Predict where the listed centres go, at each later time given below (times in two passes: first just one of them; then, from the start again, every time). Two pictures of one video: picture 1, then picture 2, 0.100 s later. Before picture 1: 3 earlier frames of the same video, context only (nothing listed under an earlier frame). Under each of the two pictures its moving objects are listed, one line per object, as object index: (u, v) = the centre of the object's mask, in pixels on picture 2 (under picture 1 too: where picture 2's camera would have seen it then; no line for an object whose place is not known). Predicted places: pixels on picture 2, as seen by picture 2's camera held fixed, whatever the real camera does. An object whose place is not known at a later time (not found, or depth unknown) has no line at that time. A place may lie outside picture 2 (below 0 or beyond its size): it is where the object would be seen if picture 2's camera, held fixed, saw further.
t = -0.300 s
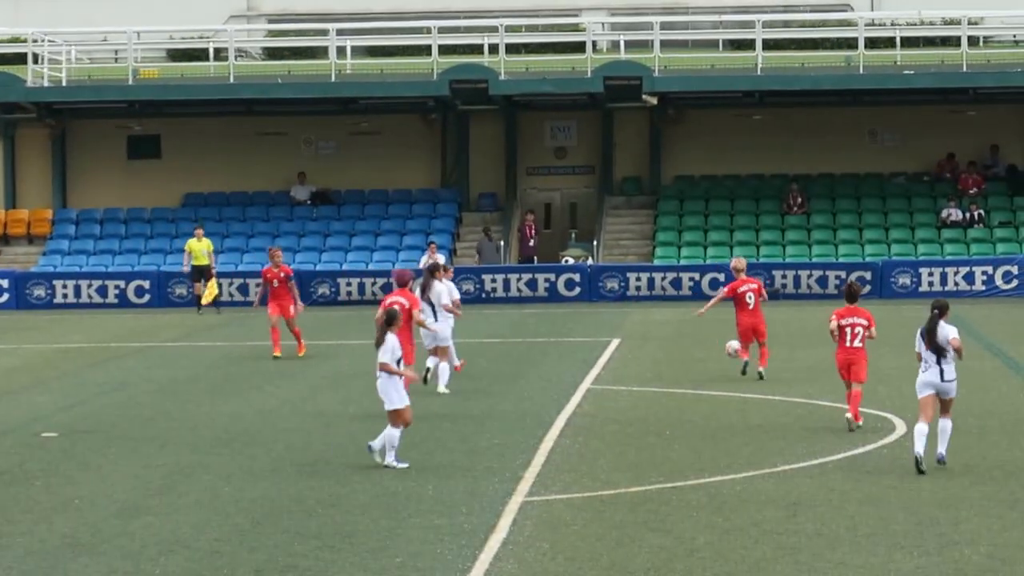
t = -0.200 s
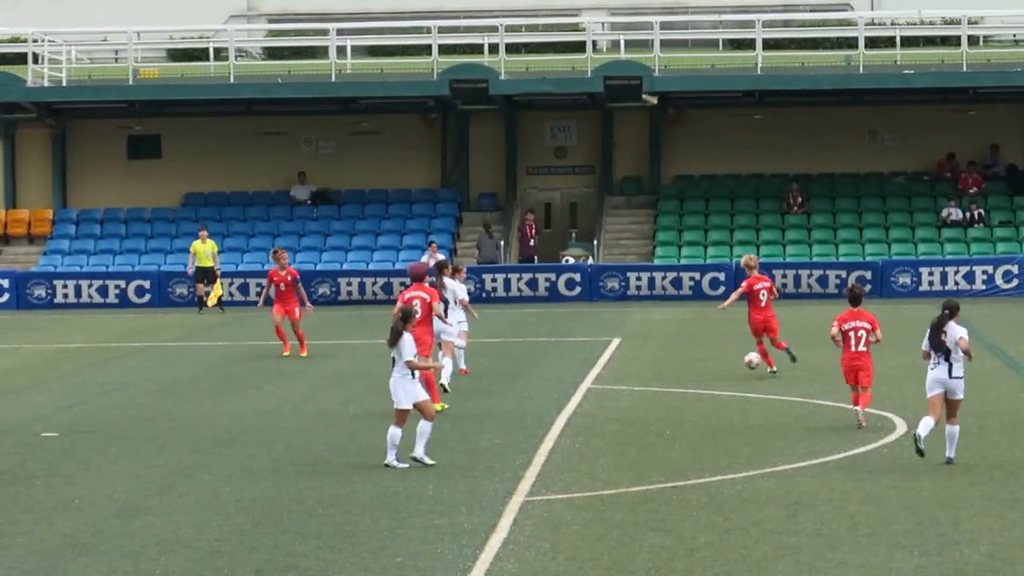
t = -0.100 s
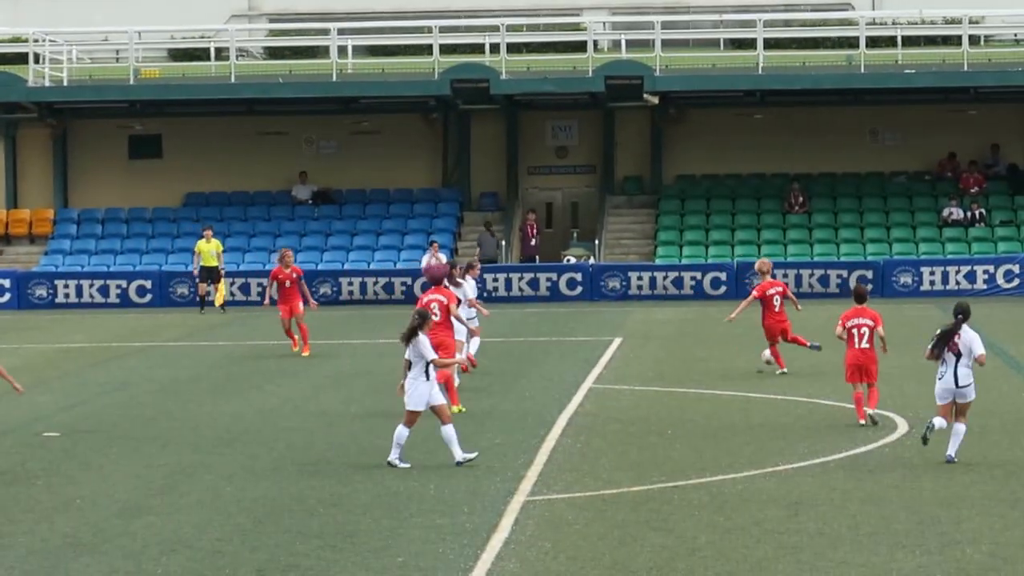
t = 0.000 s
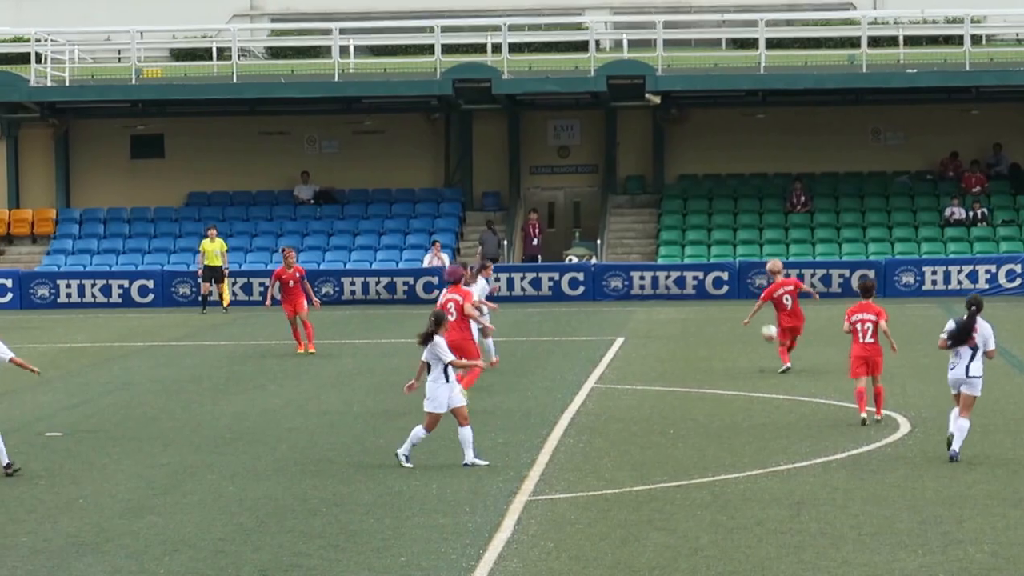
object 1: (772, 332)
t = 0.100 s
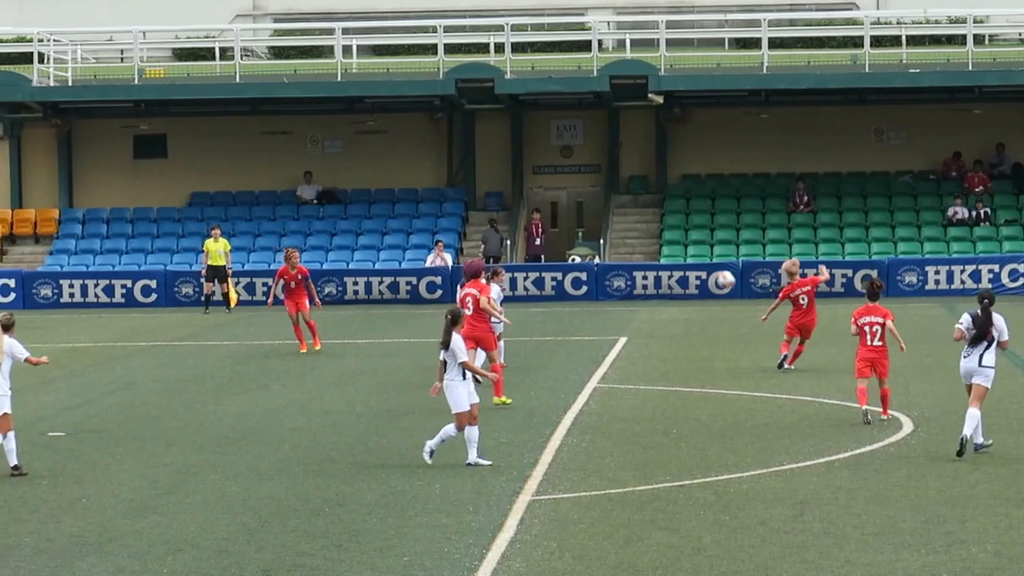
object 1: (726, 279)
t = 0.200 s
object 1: (681, 233)
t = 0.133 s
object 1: (711, 263)
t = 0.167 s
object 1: (696, 247)
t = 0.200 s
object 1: (681, 233)
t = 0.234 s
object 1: (667, 219)
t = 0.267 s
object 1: (653, 206)
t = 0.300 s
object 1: (639, 195)
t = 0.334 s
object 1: (624, 184)
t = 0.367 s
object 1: (610, 174)
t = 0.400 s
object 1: (596, 164)
